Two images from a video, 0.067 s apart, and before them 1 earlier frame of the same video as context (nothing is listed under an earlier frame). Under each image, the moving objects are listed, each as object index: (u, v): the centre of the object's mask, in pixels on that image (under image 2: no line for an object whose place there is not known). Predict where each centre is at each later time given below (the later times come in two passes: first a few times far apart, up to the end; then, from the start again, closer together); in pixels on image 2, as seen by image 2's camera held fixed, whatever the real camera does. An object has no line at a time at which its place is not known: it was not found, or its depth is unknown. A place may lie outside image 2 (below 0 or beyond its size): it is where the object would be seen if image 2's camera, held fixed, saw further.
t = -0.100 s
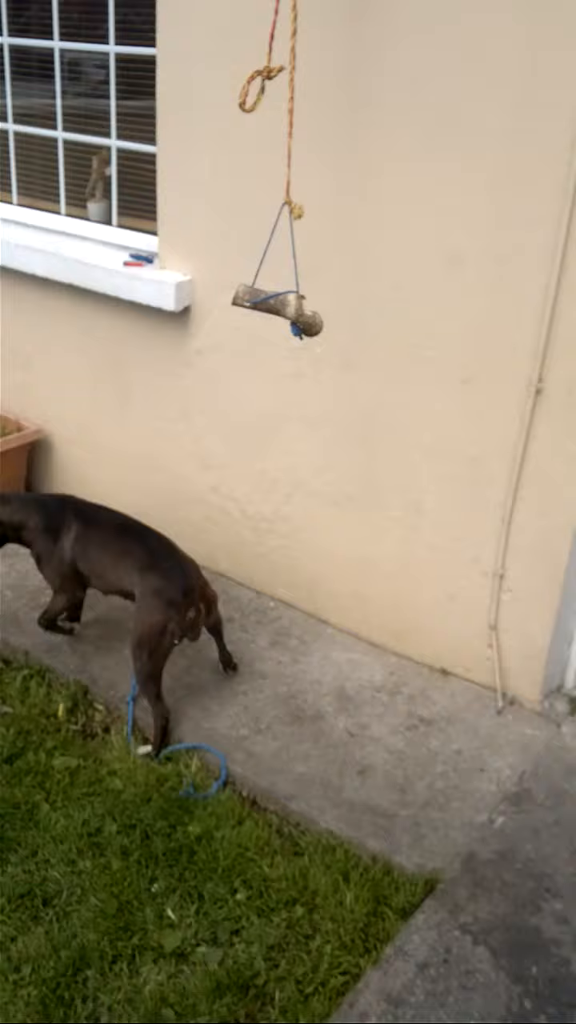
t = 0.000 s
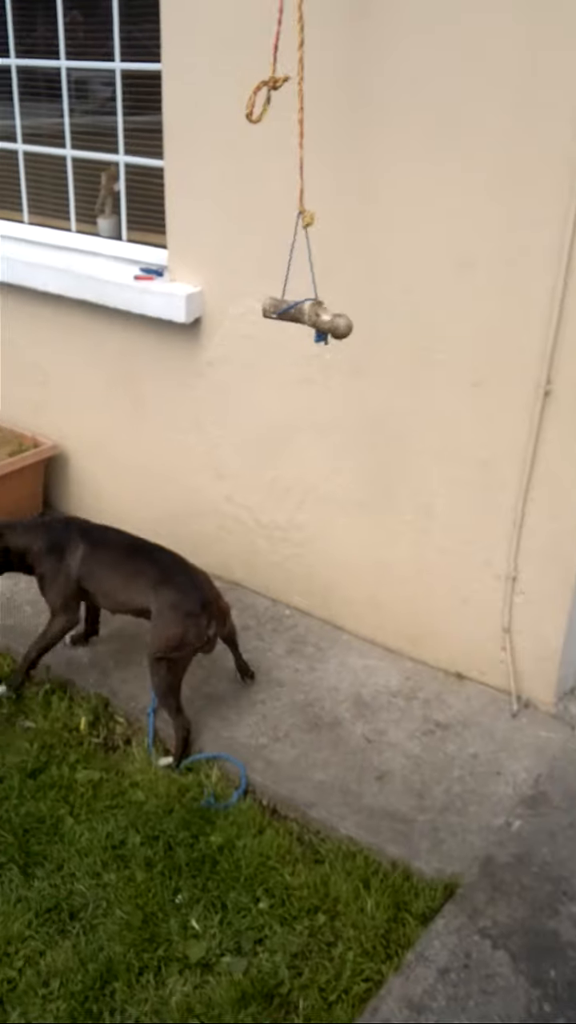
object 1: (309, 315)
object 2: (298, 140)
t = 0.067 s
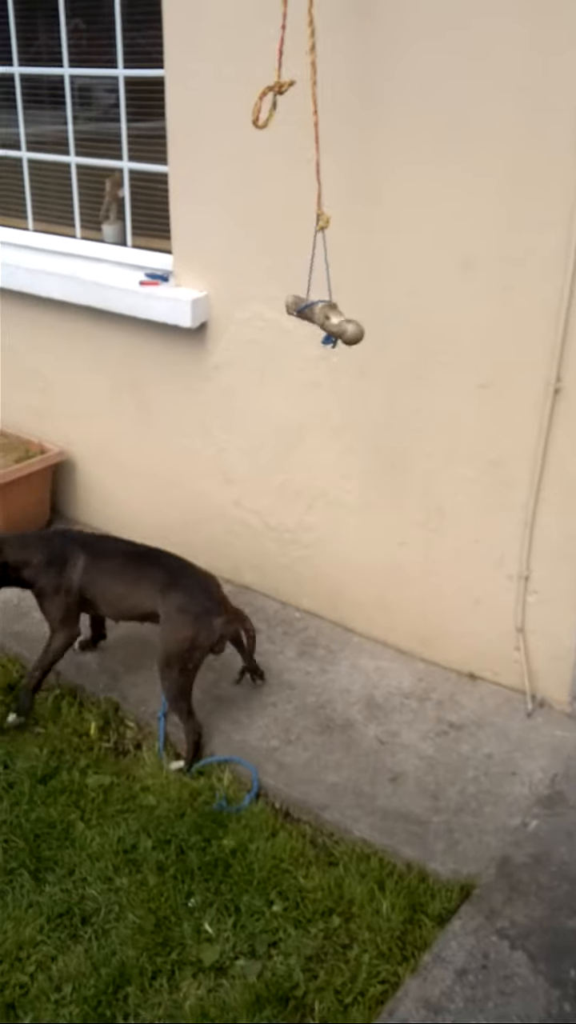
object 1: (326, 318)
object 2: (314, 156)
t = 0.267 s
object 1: (337, 314)
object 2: (319, 138)
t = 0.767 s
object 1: (291, 286)
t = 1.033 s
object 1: (255, 283)
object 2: (260, 151)
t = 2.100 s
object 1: (330, 319)
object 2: (316, 162)
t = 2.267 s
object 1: (340, 314)
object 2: (323, 156)
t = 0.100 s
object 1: (333, 320)
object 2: (319, 146)
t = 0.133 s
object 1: (334, 320)
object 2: (317, 134)
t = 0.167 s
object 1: (336, 319)
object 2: (318, 116)
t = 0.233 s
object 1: (335, 317)
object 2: (316, 132)
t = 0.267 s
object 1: (337, 314)
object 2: (319, 138)
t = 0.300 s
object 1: (335, 312)
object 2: (318, 138)
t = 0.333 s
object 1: (335, 307)
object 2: (319, 134)
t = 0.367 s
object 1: (335, 305)
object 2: (320, 136)
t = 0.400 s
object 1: (332, 303)
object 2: (314, 135)
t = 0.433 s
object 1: (331, 302)
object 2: (311, 138)
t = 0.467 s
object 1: (330, 301)
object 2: (311, 140)
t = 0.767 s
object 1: (291, 286)
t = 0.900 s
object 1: (267, 282)
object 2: (272, 133)
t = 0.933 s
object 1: (265, 281)
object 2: (270, 141)
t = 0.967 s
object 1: (262, 280)
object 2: (268, 145)
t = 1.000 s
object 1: (259, 281)
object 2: (264, 149)
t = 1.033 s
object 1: (255, 283)
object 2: (260, 151)
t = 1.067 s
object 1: (251, 285)
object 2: (259, 152)
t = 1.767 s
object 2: (290, 166)
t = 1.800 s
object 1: (286, 320)
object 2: (292, 163)
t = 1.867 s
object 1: (298, 321)
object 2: (299, 161)
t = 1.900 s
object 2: (301, 164)
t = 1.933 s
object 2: (303, 165)
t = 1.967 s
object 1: (313, 321)
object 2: (306, 162)
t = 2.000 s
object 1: (319, 321)
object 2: (312, 182)
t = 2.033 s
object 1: (322, 320)
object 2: (312, 172)
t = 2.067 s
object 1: (327, 319)
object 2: (315, 167)
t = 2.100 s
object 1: (330, 319)
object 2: (316, 162)
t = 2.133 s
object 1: (332, 318)
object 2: (317, 165)
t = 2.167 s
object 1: (336, 317)
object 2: (319, 162)
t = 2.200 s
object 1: (338, 316)
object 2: (321, 146)
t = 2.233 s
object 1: (338, 316)
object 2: (321, 158)
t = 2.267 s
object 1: (340, 314)
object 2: (323, 156)
